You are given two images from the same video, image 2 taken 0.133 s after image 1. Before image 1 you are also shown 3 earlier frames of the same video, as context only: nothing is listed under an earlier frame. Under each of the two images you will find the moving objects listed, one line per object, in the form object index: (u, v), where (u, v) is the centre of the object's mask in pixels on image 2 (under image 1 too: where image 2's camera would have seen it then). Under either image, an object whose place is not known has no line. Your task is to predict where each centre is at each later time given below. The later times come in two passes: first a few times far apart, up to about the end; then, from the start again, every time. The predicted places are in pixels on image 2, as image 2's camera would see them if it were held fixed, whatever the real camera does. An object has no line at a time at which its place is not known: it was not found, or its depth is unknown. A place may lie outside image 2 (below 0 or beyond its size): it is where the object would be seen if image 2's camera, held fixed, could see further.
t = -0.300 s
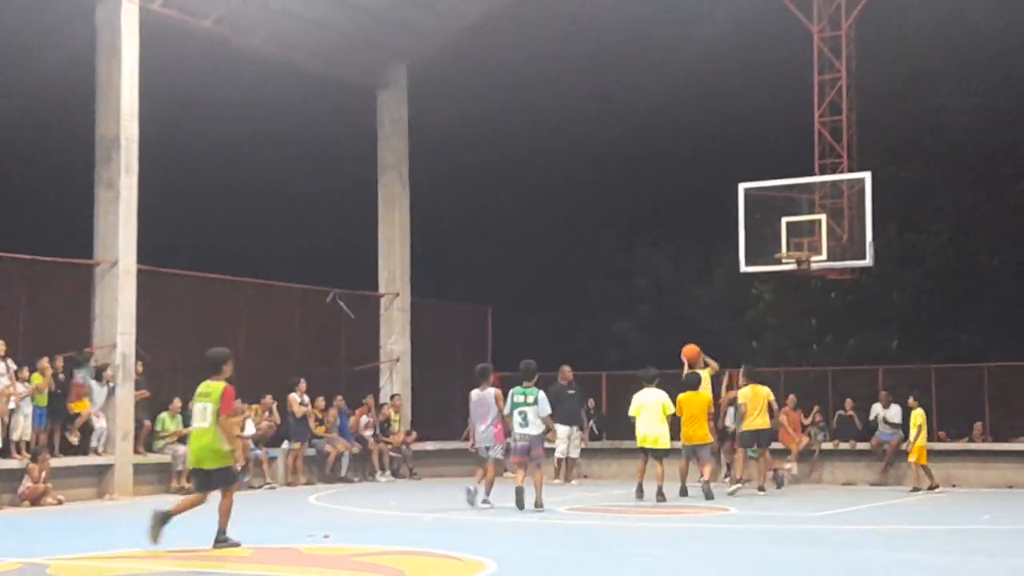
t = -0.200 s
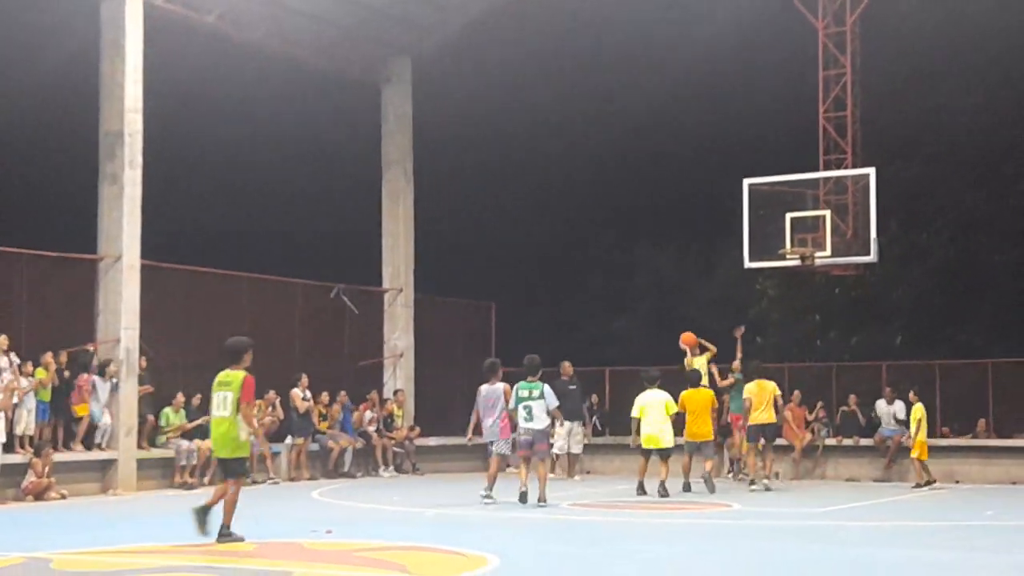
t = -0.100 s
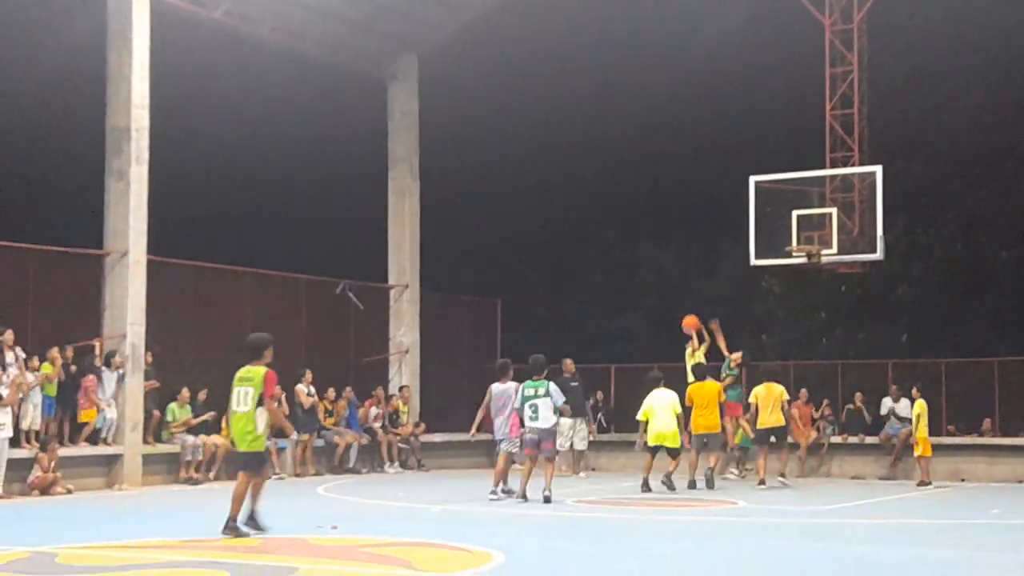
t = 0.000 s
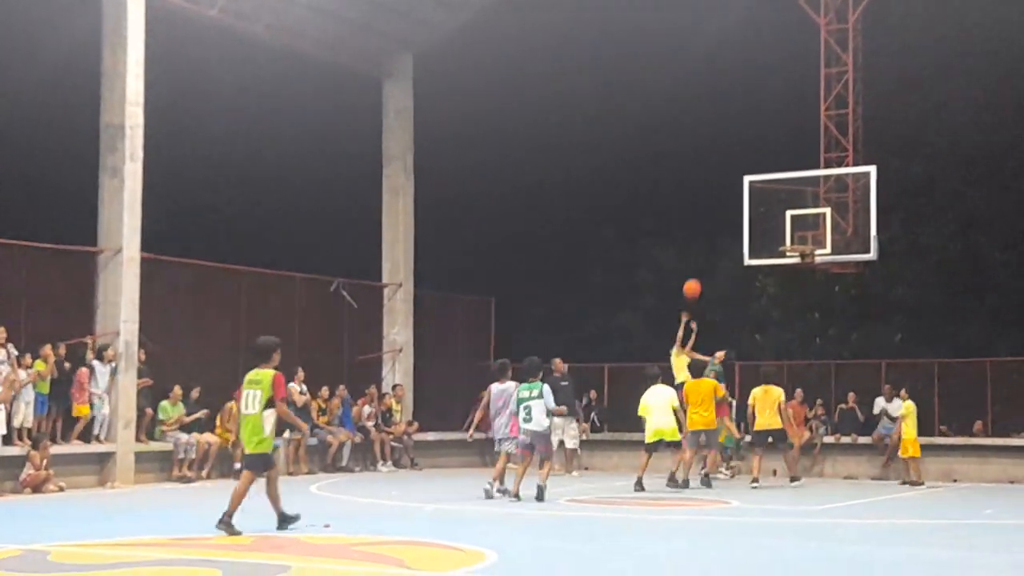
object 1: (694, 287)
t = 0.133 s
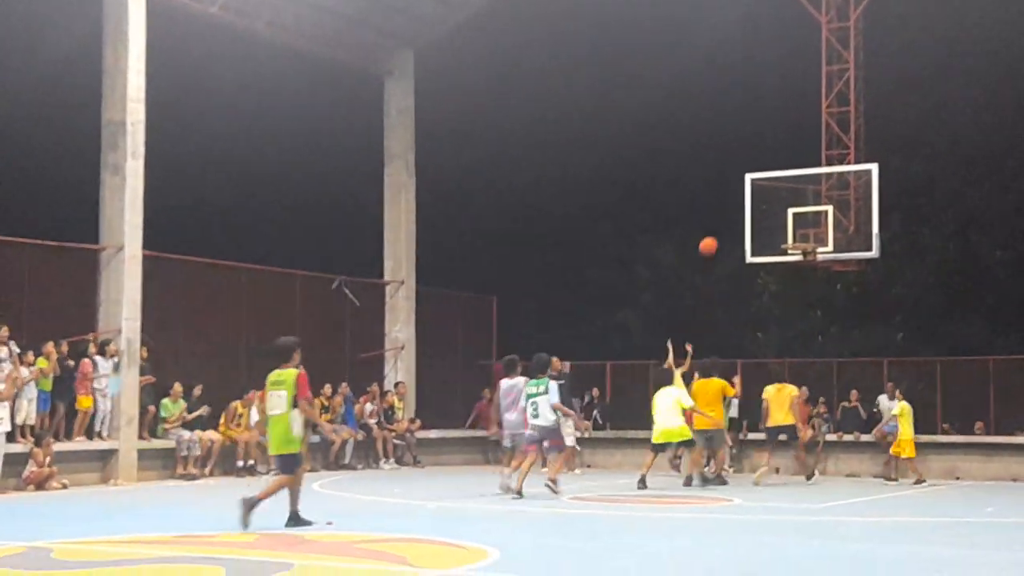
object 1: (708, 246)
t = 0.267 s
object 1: (722, 219)
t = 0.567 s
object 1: (756, 203)
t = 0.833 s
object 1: (783, 241)
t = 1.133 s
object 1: (780, 300)
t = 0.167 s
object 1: (712, 238)
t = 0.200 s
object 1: (716, 231)
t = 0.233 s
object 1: (719, 224)
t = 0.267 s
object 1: (722, 219)
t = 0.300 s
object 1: (726, 213)
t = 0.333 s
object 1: (729, 209)
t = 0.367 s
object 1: (733, 206)
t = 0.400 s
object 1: (736, 203)
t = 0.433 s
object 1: (740, 202)
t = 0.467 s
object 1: (744, 201)
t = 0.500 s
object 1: (747, 201)
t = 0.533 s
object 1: (752, 201)
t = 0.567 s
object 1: (756, 203)
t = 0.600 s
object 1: (759, 205)
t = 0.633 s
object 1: (762, 208)
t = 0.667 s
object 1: (766, 211)
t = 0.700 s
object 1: (770, 216)
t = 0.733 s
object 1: (773, 221)
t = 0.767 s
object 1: (777, 227)
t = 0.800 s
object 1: (779, 234)
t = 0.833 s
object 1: (783, 241)
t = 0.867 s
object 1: (785, 249)
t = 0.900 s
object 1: (787, 256)
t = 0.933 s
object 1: (786, 259)
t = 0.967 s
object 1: (785, 265)
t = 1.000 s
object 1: (784, 270)
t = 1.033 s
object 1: (783, 276)
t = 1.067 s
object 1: (782, 283)
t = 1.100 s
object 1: (781, 291)
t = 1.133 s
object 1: (780, 300)
